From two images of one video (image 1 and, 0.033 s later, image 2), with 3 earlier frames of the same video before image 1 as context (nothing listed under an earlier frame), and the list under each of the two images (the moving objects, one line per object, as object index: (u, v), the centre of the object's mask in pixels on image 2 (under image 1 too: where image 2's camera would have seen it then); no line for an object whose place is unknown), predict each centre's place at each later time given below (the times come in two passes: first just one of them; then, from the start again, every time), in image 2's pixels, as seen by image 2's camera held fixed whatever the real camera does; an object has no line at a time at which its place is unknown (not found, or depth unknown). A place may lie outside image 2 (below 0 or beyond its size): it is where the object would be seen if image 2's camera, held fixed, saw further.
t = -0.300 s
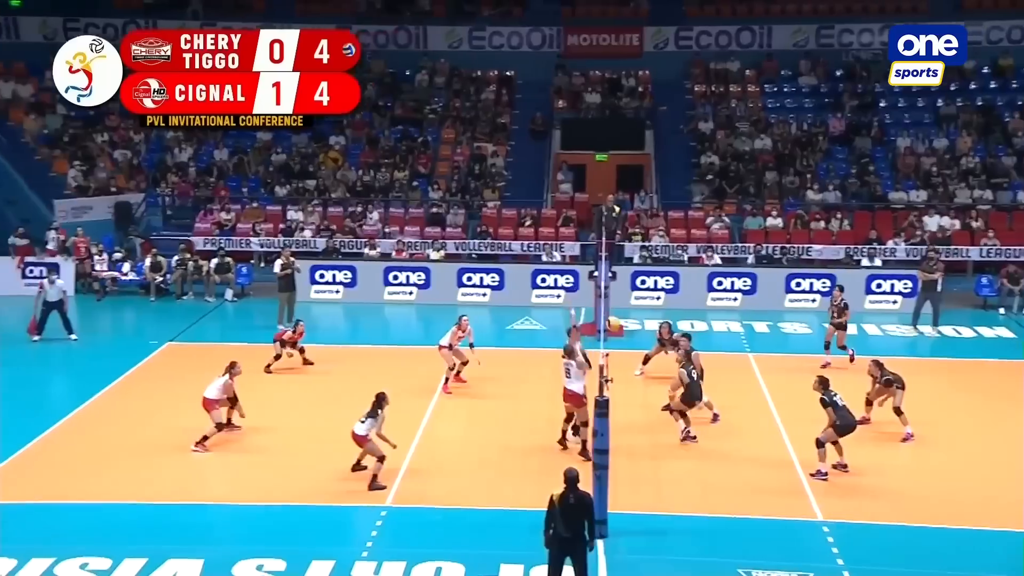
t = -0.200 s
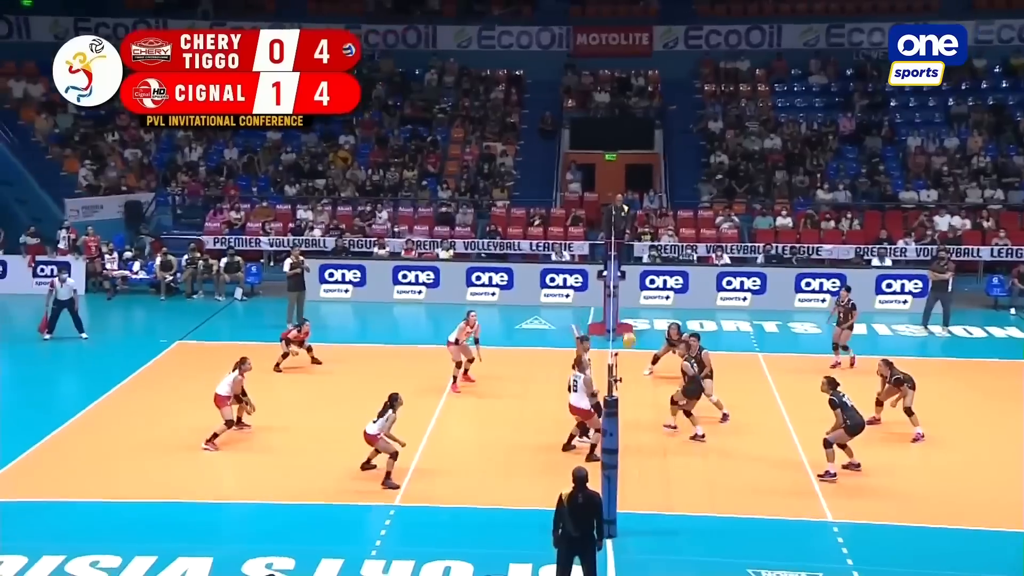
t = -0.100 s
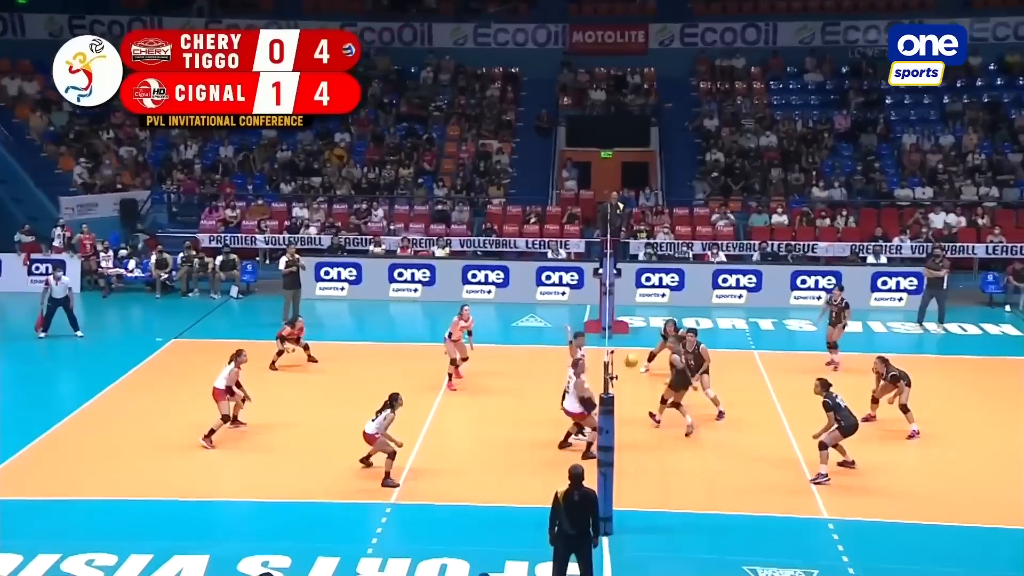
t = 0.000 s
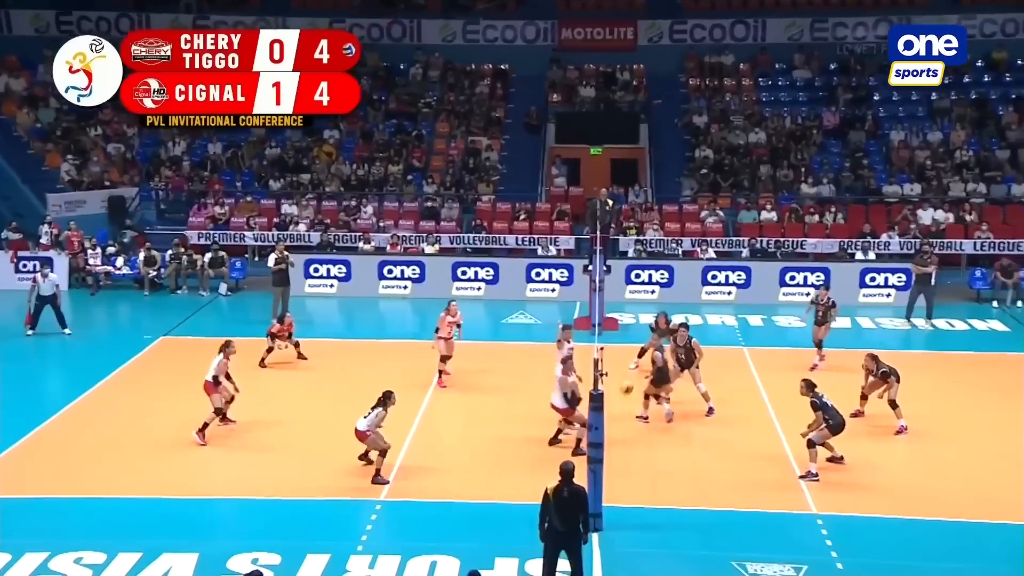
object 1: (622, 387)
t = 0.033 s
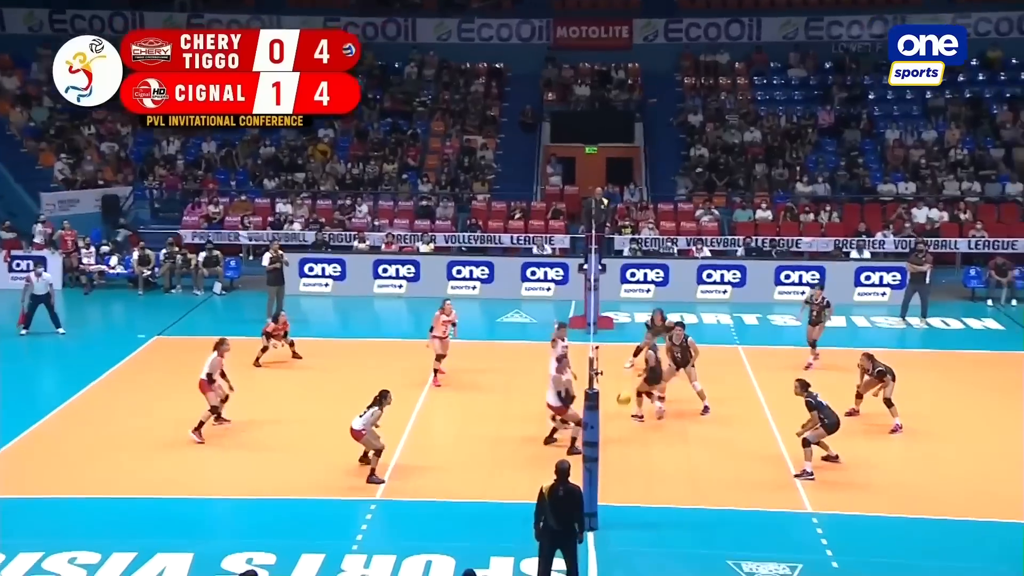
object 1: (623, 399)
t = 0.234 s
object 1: (632, 485)
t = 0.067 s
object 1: (625, 410)
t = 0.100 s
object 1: (627, 423)
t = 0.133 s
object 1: (629, 438)
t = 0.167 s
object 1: (628, 453)
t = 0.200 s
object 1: (629, 467)
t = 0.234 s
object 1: (632, 485)
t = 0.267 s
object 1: (633, 497)
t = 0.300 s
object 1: (635, 487)
